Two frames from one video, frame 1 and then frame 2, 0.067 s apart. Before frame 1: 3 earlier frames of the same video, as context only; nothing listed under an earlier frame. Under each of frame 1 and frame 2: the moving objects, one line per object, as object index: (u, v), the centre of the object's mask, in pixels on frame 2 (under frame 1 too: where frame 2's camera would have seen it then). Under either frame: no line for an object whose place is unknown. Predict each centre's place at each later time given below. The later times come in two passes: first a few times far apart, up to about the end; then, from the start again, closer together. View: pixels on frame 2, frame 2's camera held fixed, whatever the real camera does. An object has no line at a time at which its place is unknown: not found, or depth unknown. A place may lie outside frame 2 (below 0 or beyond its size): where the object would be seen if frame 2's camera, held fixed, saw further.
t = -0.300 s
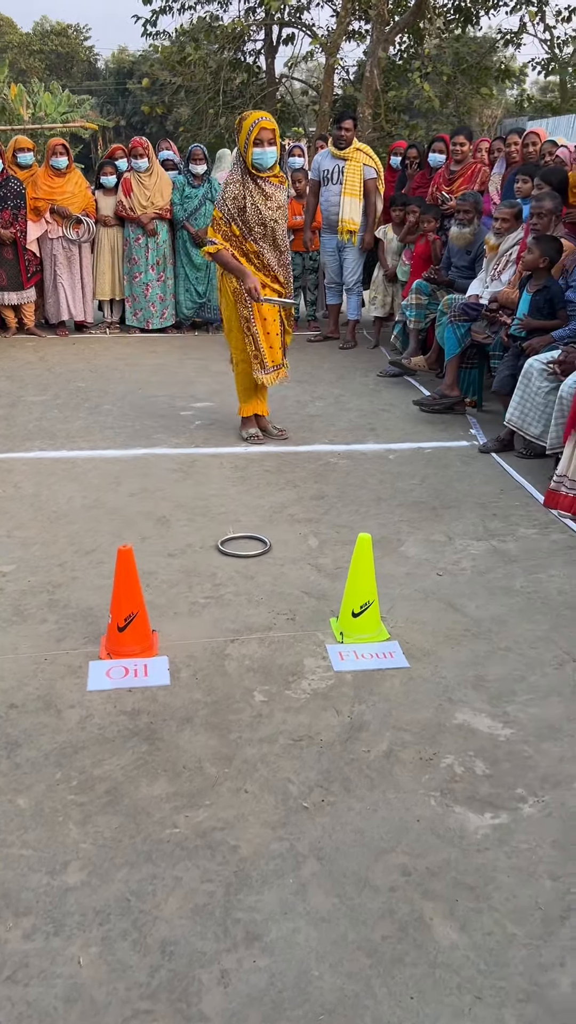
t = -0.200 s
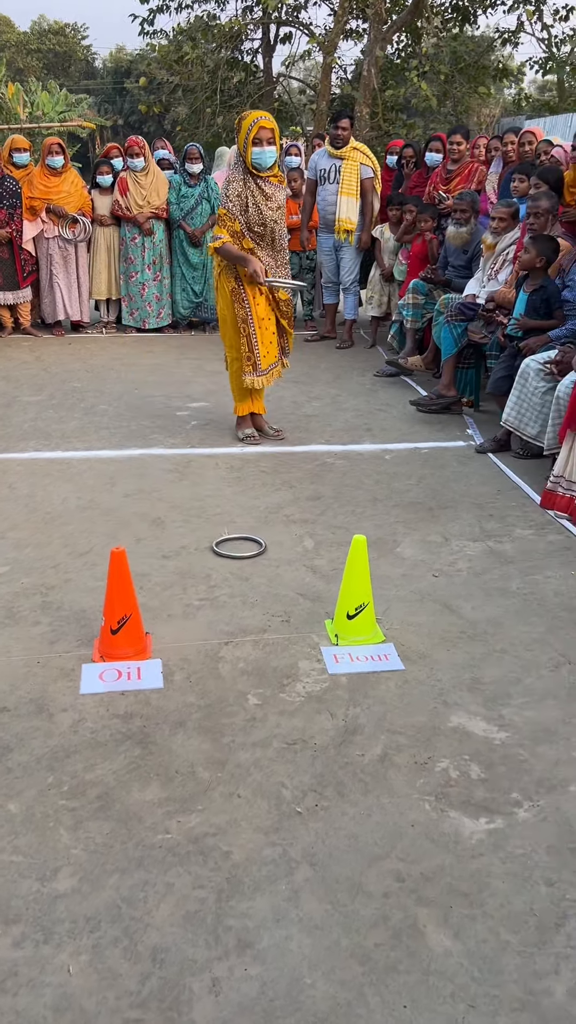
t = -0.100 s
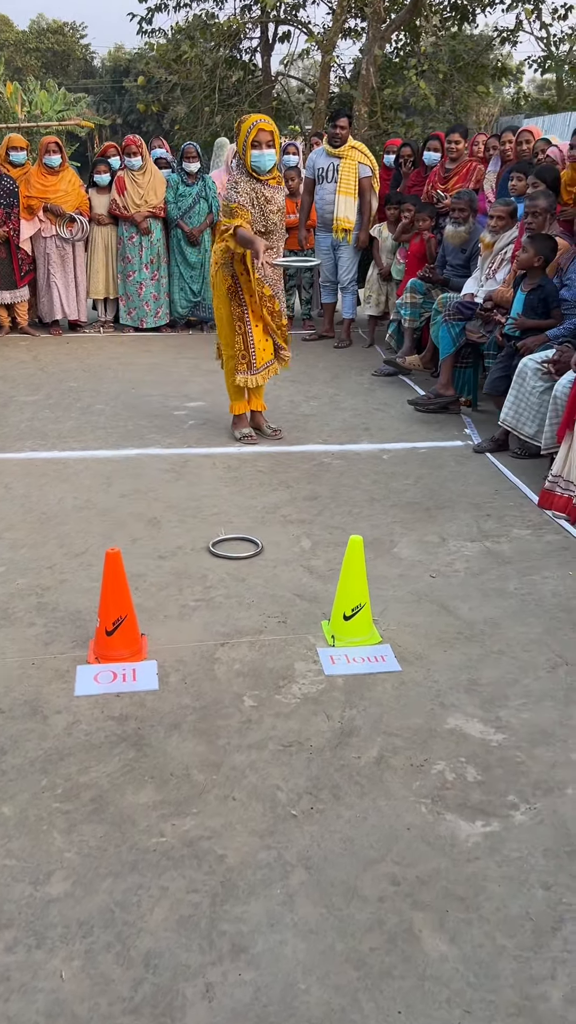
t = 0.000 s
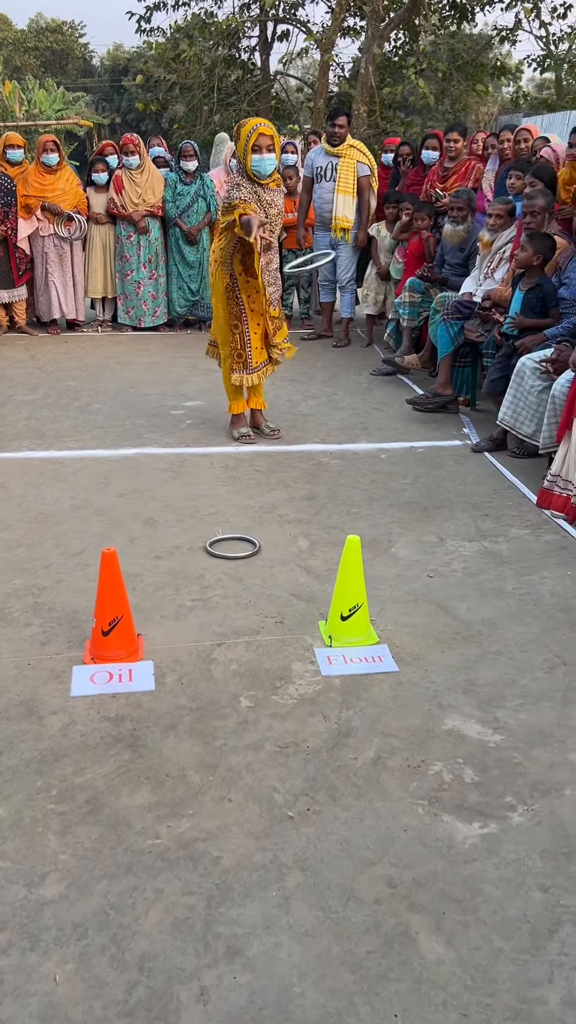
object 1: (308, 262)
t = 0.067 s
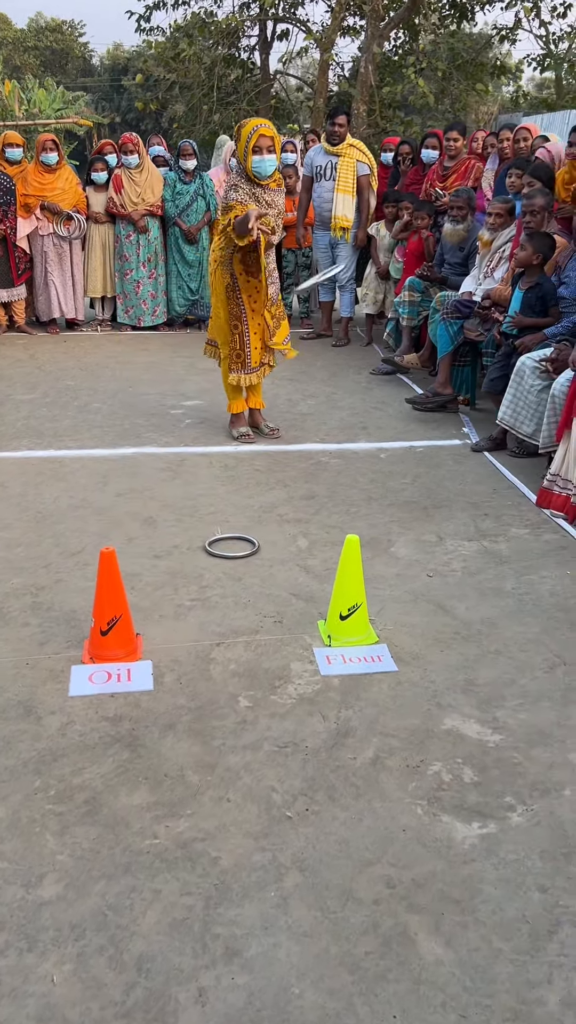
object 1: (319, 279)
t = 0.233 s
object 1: (349, 388)
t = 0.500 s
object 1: (416, 558)
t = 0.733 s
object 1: (458, 574)
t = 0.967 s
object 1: (492, 596)
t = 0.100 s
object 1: (325, 292)
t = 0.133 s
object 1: (332, 310)
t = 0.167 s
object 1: (337, 332)
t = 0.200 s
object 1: (342, 358)
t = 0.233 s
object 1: (349, 388)
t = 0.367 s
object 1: (382, 553)
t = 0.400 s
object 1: (395, 589)
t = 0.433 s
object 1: (403, 579)
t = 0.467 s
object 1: (410, 567)
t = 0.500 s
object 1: (416, 558)
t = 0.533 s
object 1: (423, 553)
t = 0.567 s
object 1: (430, 550)
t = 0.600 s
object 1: (436, 552)
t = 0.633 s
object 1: (441, 557)
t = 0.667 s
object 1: (447, 564)
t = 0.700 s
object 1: (452, 574)
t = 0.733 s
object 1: (458, 574)
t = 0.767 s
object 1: (464, 572)
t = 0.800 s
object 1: (471, 573)
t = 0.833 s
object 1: (476, 577)
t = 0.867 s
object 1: (481, 584)
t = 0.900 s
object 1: (486, 594)
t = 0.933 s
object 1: (491, 602)
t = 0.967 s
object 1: (492, 596)
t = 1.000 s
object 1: (493, 591)
